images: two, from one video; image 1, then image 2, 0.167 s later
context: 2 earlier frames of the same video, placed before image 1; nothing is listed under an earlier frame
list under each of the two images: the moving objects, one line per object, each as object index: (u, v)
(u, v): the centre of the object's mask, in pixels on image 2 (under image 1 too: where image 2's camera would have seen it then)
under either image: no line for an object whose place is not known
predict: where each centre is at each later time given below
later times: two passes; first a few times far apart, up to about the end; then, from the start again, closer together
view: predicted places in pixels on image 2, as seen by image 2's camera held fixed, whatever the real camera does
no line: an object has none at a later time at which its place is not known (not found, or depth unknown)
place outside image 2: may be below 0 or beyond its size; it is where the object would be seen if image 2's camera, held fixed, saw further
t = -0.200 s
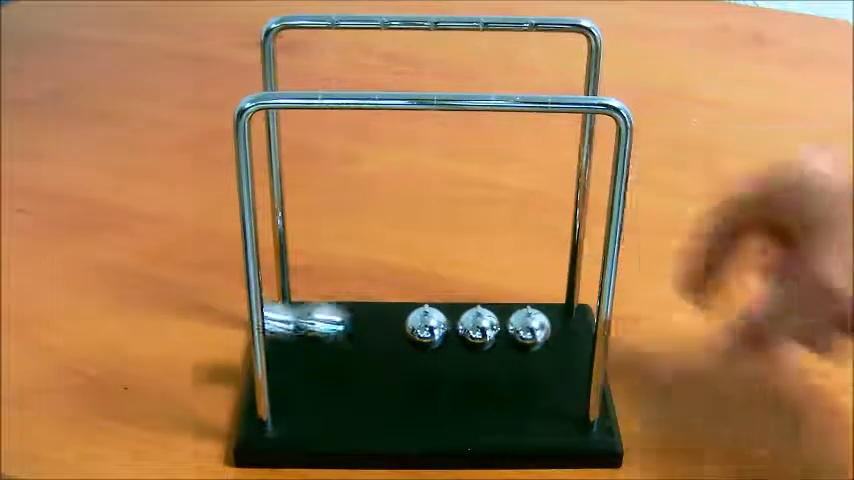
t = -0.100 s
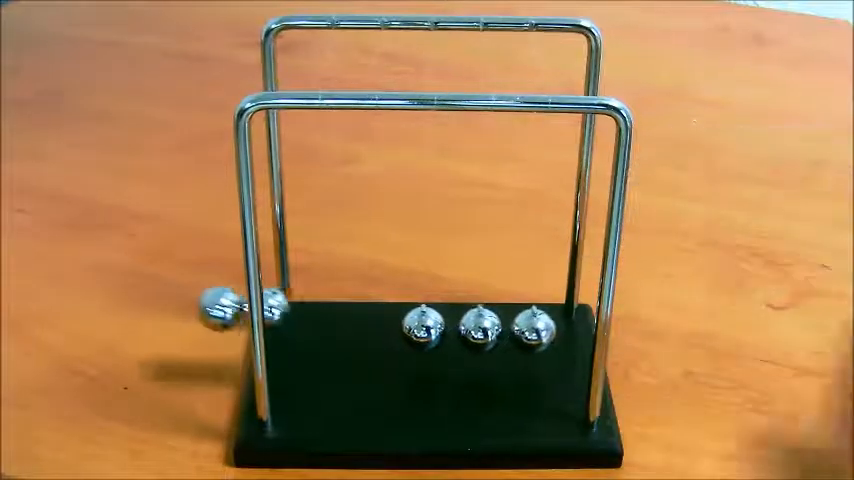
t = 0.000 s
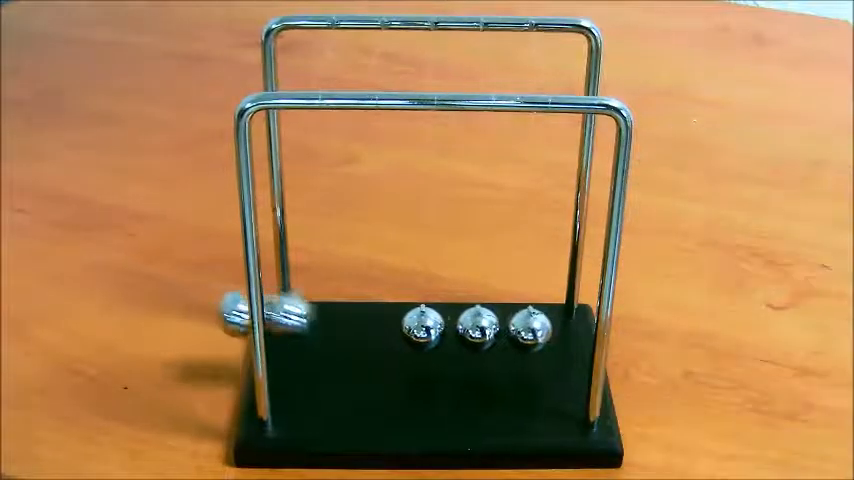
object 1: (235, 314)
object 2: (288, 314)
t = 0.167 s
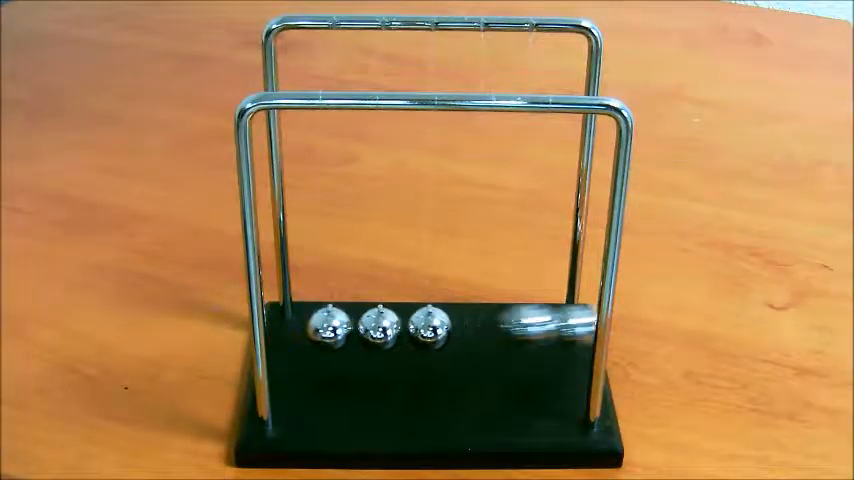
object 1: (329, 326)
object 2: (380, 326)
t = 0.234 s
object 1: (325, 326)
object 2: (378, 327)
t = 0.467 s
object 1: (336, 327)
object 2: (384, 327)
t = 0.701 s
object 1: (224, 309)
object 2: (278, 307)
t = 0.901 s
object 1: (332, 327)
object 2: (382, 327)
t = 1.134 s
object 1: (331, 327)
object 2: (382, 327)
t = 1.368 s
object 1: (234, 312)
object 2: (285, 311)
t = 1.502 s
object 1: (240, 315)
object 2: (294, 316)
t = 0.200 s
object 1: (327, 326)
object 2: (379, 326)
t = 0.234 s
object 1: (325, 326)
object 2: (378, 327)
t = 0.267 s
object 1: (325, 326)
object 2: (378, 327)
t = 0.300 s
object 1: (325, 326)
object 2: (379, 327)
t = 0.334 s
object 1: (326, 326)
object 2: (379, 327)
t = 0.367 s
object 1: (328, 326)
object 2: (380, 327)
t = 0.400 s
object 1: (331, 327)
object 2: (381, 327)
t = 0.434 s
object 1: (334, 327)
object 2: (382, 327)
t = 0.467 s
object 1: (336, 327)
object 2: (384, 327)
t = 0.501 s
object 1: (315, 324)
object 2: (370, 325)
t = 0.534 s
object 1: (287, 322)
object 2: (338, 322)
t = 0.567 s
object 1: (273, 317)
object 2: (310, 318)
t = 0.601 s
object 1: (234, 314)
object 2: (287, 313)
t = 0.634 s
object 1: (227, 311)
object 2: (279, 308)
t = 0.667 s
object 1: (222, 308)
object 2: (276, 306)
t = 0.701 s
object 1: (224, 309)
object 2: (278, 307)
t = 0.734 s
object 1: (232, 313)
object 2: (286, 313)
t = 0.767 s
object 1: (240, 314)
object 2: (307, 318)
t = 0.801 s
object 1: (286, 322)
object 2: (335, 322)
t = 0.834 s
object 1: (312, 324)
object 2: (368, 325)
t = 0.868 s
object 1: (334, 327)
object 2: (382, 327)
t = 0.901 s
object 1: (332, 327)
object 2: (382, 327)
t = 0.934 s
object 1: (330, 327)
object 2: (382, 327)
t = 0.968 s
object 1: (328, 327)
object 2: (381, 327)
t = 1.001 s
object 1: (328, 327)
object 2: (381, 327)
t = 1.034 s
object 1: (328, 326)
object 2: (381, 327)
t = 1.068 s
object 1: (328, 327)
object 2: (381, 327)
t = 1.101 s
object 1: (329, 327)
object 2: (381, 327)
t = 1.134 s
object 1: (331, 327)
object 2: (382, 327)
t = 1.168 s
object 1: (334, 327)
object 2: (382, 327)
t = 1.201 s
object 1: (336, 327)
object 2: (382, 327)
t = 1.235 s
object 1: (328, 326)
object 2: (381, 326)
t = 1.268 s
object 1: (301, 324)
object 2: (352, 324)
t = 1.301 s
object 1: (282, 320)
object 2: (325, 321)
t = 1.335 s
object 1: (242, 318)
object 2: (301, 317)
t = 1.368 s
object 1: (234, 312)
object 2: (285, 311)
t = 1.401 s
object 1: (227, 309)
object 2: (278, 308)
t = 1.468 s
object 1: (231, 312)
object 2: (284, 311)
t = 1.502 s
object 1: (240, 315)
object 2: (294, 316)
